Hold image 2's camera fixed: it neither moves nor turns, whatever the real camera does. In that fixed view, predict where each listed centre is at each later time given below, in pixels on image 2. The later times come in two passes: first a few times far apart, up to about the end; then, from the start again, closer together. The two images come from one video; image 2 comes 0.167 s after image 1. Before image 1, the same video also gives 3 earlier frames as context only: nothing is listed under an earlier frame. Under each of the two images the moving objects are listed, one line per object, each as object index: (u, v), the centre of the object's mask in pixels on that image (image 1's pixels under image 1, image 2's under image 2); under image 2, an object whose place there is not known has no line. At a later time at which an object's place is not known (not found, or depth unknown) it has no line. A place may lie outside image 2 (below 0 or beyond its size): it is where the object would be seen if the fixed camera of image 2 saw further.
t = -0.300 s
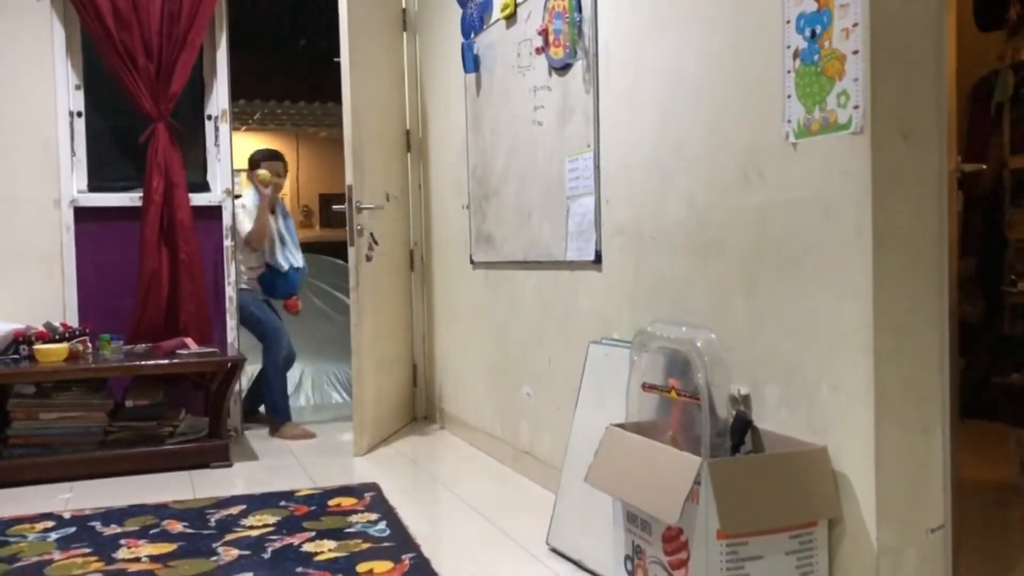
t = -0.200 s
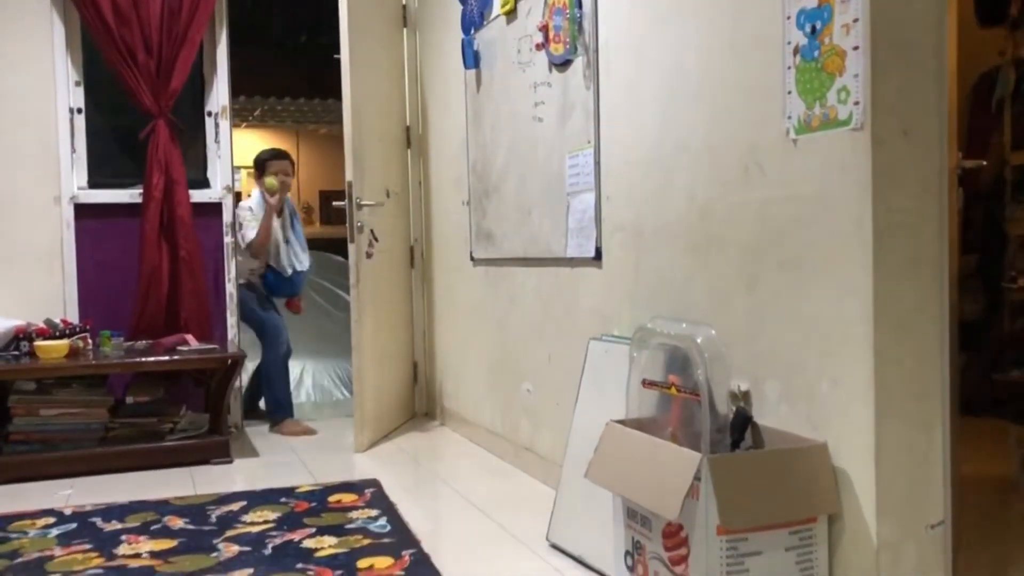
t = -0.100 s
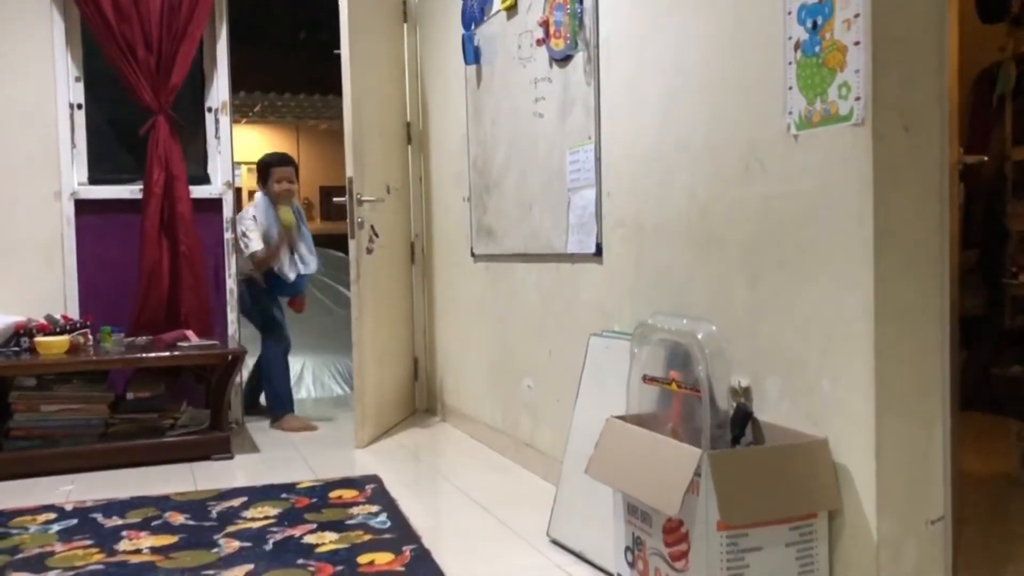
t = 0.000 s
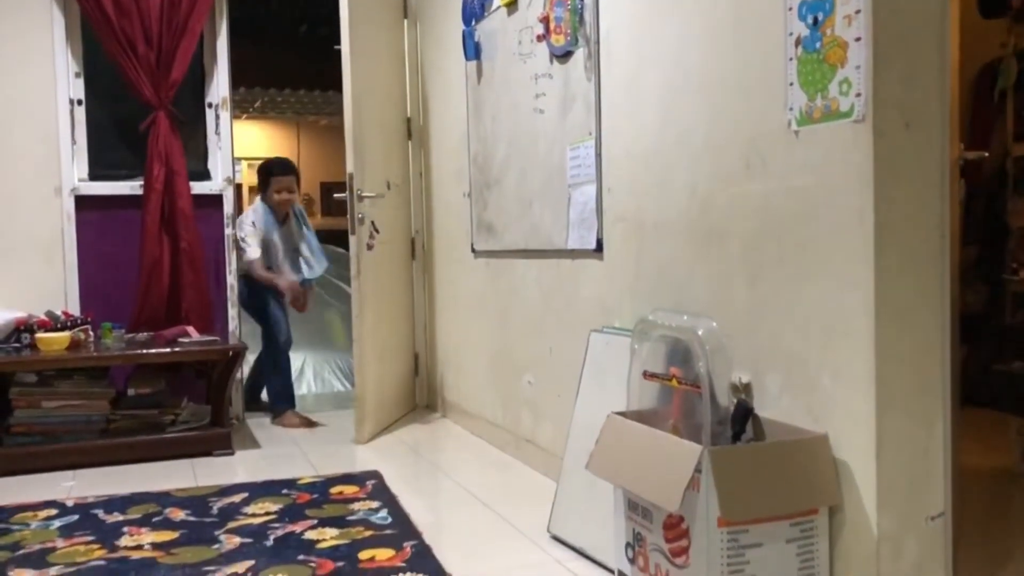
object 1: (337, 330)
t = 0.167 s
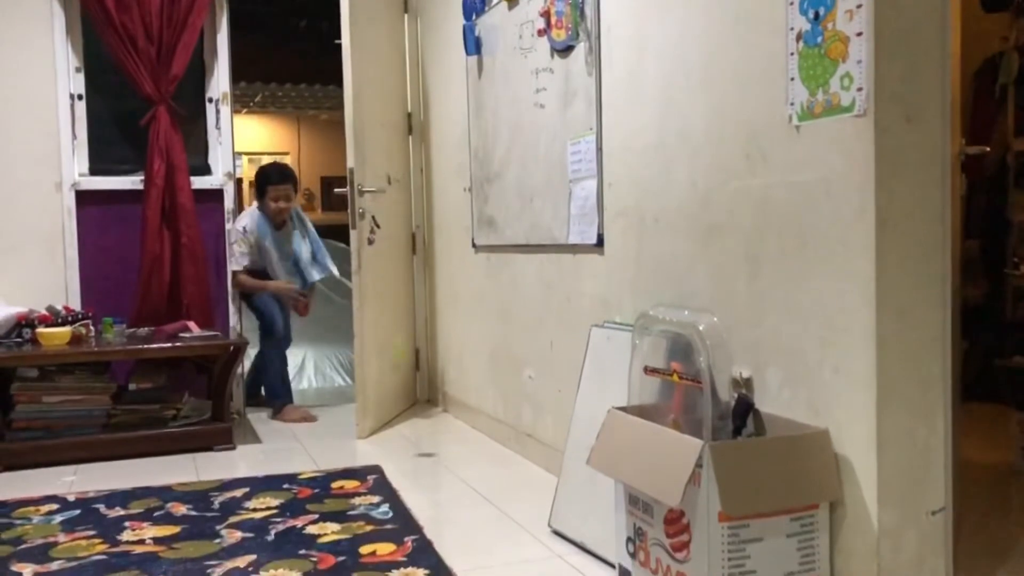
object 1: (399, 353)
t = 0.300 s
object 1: (425, 242)
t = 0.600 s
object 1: (504, 163)
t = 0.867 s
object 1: (587, 323)
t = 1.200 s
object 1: (472, 569)
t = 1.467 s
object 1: (385, 525)
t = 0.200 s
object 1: (404, 324)
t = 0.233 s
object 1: (411, 294)
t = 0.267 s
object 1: (418, 266)
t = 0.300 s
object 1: (425, 242)
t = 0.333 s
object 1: (433, 225)
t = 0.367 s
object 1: (441, 206)
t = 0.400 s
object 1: (450, 191)
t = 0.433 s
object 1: (457, 177)
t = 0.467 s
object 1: (467, 168)
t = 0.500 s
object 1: (475, 162)
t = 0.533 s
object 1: (485, 158)
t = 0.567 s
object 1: (495, 159)
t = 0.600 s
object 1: (504, 163)
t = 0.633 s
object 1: (516, 172)
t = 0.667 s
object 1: (527, 183)
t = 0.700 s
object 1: (538, 199)
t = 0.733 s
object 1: (550, 219)
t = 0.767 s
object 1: (562, 244)
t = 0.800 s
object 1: (576, 277)
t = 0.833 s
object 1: (589, 311)
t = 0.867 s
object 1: (587, 323)
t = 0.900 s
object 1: (577, 331)
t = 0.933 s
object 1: (566, 344)
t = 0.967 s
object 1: (556, 361)
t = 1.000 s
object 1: (545, 385)
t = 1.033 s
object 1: (533, 416)
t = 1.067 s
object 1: (521, 451)
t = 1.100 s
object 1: (508, 495)
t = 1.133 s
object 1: (495, 546)
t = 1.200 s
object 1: (472, 569)
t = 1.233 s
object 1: (462, 553)
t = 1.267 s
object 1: (453, 534)
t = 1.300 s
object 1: (442, 519)
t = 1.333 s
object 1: (432, 509)
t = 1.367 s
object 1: (421, 504)
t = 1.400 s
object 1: (409, 505)
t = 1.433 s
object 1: (397, 513)
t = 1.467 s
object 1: (385, 525)
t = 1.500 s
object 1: (369, 552)
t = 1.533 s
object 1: (357, 567)
